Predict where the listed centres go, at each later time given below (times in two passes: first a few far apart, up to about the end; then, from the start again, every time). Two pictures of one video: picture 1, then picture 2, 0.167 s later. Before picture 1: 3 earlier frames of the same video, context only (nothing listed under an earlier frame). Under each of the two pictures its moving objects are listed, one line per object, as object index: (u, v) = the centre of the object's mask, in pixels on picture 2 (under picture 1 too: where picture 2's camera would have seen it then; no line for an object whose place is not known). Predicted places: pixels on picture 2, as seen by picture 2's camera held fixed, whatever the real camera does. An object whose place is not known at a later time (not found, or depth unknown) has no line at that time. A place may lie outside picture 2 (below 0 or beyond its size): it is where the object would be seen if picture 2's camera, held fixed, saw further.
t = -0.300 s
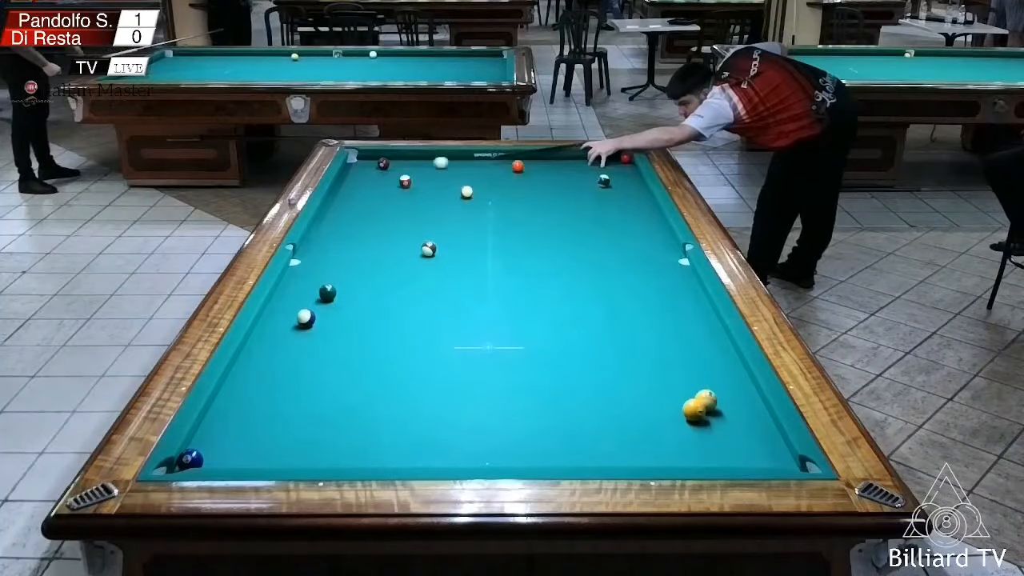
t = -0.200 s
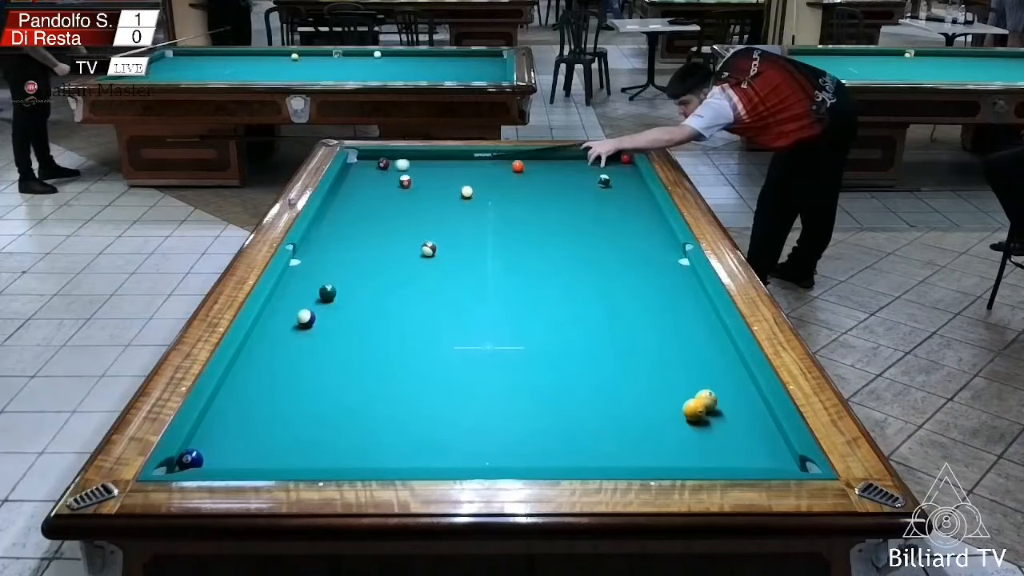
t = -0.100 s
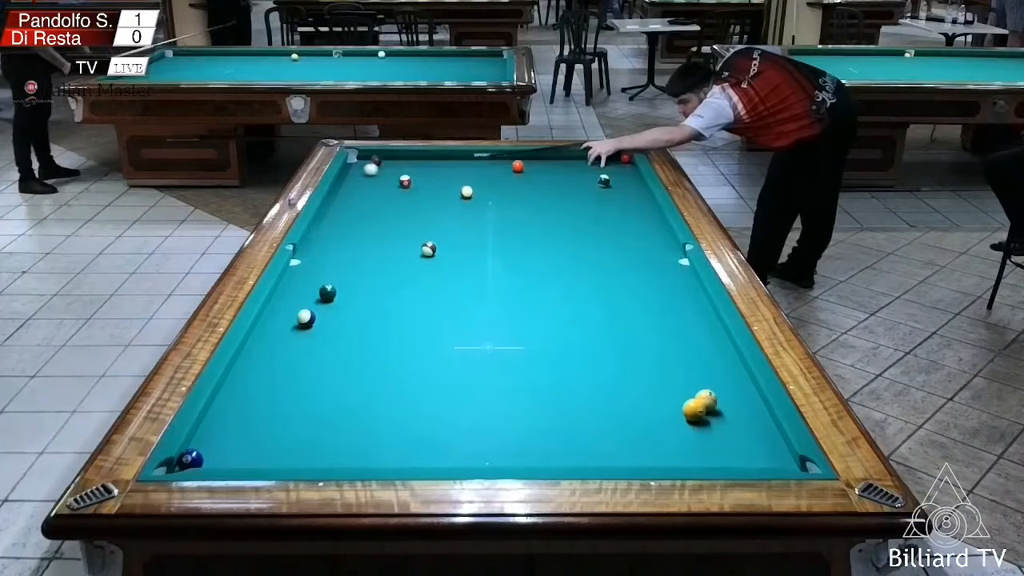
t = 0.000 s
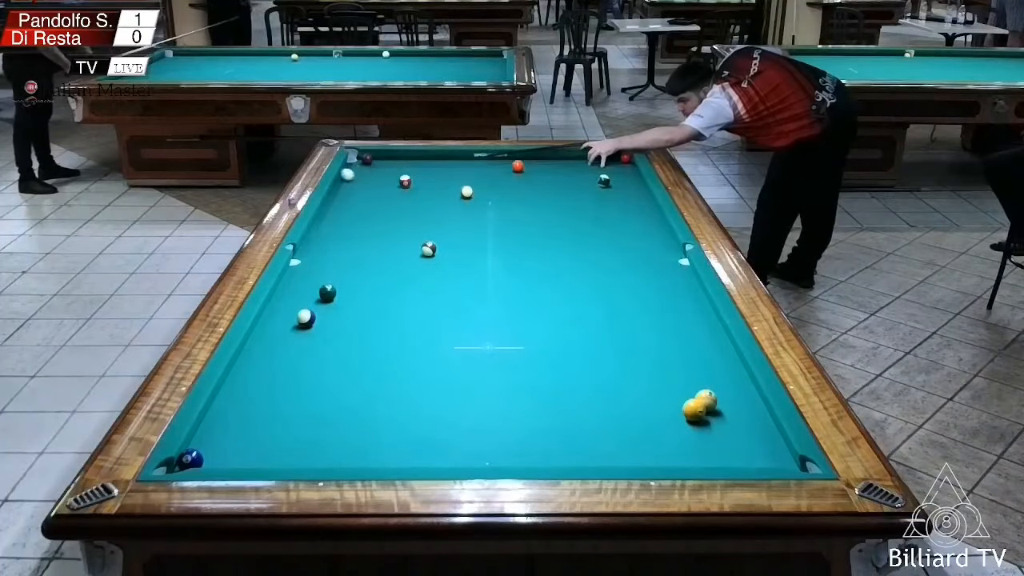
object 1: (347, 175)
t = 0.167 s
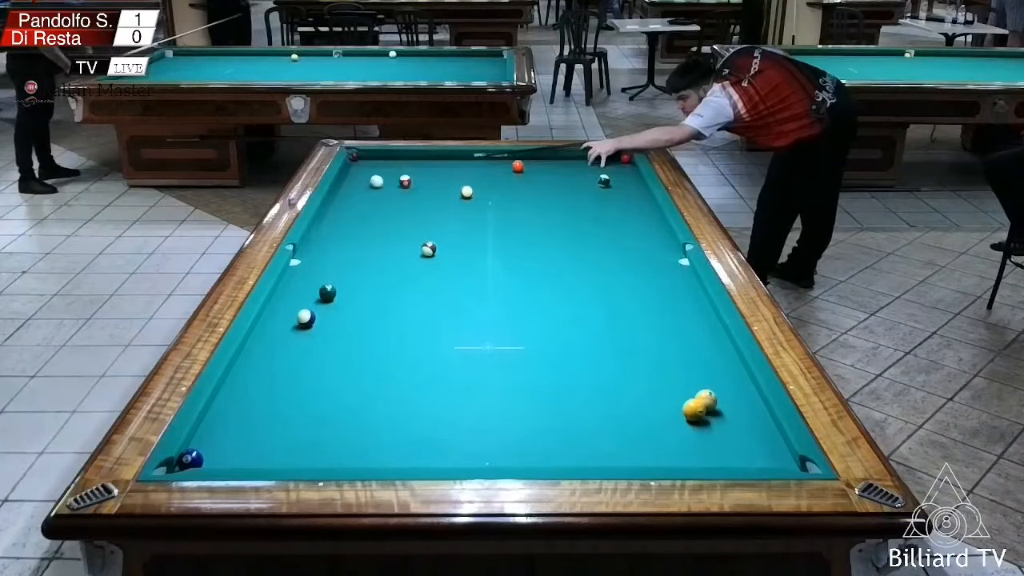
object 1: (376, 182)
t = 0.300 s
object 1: (399, 187)
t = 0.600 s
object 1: (452, 200)
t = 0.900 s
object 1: (505, 214)
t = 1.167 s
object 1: (563, 228)
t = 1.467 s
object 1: (629, 244)
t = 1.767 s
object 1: (665, 254)
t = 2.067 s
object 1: (628, 248)
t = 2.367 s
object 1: (591, 241)
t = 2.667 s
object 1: (554, 235)
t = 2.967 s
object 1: (522, 229)
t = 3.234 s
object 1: (496, 225)
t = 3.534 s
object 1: (468, 220)
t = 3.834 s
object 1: (441, 216)
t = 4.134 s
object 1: (417, 211)
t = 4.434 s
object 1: (393, 207)
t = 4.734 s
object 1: (371, 203)
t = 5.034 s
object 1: (351, 199)
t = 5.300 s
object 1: (334, 196)
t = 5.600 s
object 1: (345, 194)
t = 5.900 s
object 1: (357, 192)
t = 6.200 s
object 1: (367, 191)
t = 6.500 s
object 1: (376, 189)
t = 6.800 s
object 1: (385, 188)
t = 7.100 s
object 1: (393, 187)
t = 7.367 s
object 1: (398, 186)
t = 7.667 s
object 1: (404, 185)
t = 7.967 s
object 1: (409, 184)
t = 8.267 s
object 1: (412, 184)
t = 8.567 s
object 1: (416, 184)
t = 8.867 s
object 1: (417, 183)
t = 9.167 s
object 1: (418, 183)
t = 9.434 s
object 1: (419, 183)
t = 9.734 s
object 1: (419, 183)
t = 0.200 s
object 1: (382, 183)
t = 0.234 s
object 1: (387, 184)
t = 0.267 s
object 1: (393, 186)
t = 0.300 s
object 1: (399, 187)
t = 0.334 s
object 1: (404, 188)
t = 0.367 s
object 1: (410, 190)
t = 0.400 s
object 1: (416, 191)
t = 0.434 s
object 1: (422, 193)
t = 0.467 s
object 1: (428, 194)
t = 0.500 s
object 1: (434, 196)
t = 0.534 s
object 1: (436, 197)
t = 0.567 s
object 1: (446, 199)
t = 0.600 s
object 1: (452, 200)
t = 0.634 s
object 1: (458, 202)
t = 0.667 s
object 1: (464, 203)
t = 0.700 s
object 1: (471, 205)
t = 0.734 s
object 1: (477, 206)
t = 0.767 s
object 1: (483, 208)
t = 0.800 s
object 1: (489, 209)
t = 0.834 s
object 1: (495, 211)
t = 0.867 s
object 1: (502, 213)
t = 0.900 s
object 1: (505, 214)
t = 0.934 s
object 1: (512, 215)
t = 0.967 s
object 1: (522, 218)
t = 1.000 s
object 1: (529, 219)
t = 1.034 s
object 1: (536, 221)
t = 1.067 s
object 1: (542, 223)
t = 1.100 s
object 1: (549, 224)
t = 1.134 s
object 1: (556, 226)
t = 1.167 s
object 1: (563, 228)
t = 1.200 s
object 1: (570, 230)
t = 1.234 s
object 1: (577, 231)
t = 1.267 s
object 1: (581, 232)
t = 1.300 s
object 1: (588, 234)
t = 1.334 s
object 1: (599, 237)
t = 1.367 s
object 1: (606, 239)
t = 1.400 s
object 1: (614, 240)
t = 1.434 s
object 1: (621, 242)
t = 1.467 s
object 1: (629, 244)
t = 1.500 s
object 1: (636, 246)
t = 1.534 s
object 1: (644, 248)
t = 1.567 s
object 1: (652, 250)
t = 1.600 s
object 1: (660, 252)
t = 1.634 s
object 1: (664, 253)
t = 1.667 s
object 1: (671, 255)
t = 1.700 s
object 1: (678, 256)
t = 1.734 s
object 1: (673, 255)
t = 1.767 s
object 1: (665, 254)
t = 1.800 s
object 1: (661, 253)
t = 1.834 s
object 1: (657, 253)
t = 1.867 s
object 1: (652, 252)
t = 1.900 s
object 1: (648, 251)
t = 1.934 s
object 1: (643, 250)
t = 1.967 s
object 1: (639, 250)
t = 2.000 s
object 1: (637, 249)
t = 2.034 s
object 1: (632, 248)
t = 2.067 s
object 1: (628, 248)
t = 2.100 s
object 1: (623, 247)
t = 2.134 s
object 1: (617, 246)
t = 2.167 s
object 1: (615, 245)
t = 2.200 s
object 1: (609, 244)
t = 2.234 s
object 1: (605, 244)
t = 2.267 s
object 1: (600, 243)
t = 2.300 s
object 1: (596, 242)
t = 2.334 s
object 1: (593, 242)
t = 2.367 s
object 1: (591, 241)
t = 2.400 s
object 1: (586, 241)
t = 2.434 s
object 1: (582, 240)
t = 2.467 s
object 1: (579, 239)
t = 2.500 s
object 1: (575, 239)
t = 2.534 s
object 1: (571, 238)
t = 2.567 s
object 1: (565, 237)
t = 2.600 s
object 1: (561, 236)
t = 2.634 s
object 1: (558, 235)
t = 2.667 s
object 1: (554, 235)
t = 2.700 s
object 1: (550, 234)
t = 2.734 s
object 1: (548, 234)
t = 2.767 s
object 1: (545, 233)
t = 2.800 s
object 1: (541, 233)
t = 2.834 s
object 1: (538, 232)
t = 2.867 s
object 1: (534, 232)
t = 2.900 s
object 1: (531, 231)
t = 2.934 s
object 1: (525, 230)
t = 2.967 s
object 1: (522, 229)
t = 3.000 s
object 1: (518, 229)
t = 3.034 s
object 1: (515, 228)
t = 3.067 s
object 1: (511, 228)
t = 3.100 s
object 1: (510, 227)
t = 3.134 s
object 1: (506, 227)
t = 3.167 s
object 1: (503, 226)
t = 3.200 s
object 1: (500, 226)
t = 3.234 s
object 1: (496, 225)
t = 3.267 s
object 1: (493, 225)
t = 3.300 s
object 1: (490, 224)
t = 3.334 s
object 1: (487, 224)
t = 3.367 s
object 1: (482, 223)
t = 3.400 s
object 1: (479, 222)
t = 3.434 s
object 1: (476, 221)
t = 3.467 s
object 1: (474, 221)
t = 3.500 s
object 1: (471, 221)
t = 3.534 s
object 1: (468, 220)
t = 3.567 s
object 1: (465, 220)
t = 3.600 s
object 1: (462, 219)
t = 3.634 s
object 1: (459, 219)
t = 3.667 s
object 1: (456, 218)
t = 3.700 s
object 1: (453, 218)
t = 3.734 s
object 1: (449, 217)
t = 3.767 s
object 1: (447, 217)
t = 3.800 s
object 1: (443, 216)
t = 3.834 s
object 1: (441, 216)
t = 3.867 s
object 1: (439, 215)
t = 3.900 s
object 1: (436, 215)
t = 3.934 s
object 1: (433, 214)
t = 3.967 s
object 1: (430, 214)
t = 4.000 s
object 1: (427, 213)
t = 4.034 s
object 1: (425, 212)
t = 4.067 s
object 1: (422, 212)
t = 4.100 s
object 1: (419, 212)
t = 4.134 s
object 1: (417, 211)
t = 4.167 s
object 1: (413, 210)
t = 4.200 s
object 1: (411, 210)
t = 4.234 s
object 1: (409, 210)
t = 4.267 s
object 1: (406, 209)
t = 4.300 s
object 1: (403, 209)
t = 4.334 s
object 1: (401, 208)
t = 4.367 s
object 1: (398, 208)
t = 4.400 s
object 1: (395, 207)
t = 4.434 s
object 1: (393, 207)
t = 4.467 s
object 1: (391, 207)
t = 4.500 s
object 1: (388, 206)
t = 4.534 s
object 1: (386, 206)
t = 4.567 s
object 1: (383, 205)
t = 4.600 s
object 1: (380, 205)
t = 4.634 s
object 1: (378, 204)
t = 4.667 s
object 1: (376, 204)
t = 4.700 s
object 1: (374, 204)
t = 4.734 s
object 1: (371, 203)
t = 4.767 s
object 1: (369, 203)
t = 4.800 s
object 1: (367, 202)
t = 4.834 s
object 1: (364, 202)
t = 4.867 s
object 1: (362, 201)
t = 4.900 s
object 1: (360, 201)
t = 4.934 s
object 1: (359, 201)
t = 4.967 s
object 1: (355, 200)
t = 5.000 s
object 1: (353, 200)
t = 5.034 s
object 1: (351, 199)
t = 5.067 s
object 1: (349, 199)
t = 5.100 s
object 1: (346, 199)
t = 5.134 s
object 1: (344, 198)
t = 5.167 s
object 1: (342, 198)
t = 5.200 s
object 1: (340, 197)
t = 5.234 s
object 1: (338, 197)
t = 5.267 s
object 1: (336, 196)
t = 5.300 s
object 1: (334, 196)
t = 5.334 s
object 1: (333, 196)
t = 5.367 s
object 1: (335, 195)
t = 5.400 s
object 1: (336, 195)
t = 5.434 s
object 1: (338, 195)
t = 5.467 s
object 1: (339, 195)
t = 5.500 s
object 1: (341, 195)
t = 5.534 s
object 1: (342, 194)
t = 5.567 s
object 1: (344, 194)
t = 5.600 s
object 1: (345, 194)
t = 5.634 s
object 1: (346, 194)
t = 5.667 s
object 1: (347, 194)
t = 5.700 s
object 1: (348, 194)
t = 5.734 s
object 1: (350, 193)
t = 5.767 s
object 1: (351, 193)
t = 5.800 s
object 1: (353, 193)
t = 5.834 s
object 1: (354, 193)
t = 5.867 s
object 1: (355, 193)
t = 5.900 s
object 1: (357, 192)
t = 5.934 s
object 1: (358, 192)
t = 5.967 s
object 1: (359, 192)
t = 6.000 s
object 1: (360, 192)
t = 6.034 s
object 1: (361, 191)
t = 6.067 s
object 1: (362, 191)
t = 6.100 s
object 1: (363, 191)
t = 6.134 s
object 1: (364, 191)
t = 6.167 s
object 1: (366, 191)
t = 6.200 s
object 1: (367, 191)
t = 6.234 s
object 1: (369, 190)
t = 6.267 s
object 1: (370, 190)
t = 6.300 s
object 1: (371, 190)
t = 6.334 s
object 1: (372, 190)
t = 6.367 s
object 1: (373, 190)
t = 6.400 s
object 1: (374, 190)
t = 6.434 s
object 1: (374, 190)
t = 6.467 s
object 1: (375, 189)
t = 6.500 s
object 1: (376, 189)
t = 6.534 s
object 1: (377, 189)
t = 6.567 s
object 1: (378, 189)
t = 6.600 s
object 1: (380, 189)
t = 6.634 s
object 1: (381, 189)
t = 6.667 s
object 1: (382, 188)
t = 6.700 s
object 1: (383, 188)
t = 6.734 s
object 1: (383, 188)
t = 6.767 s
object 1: (384, 188)
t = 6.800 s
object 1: (385, 188)
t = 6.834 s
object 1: (386, 188)
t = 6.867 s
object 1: (387, 188)
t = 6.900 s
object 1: (388, 188)
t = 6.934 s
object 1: (388, 188)
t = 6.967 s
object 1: (389, 187)
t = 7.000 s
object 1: (390, 187)
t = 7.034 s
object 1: (391, 187)
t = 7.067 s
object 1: (392, 187)
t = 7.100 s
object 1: (393, 187)
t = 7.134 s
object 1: (394, 187)
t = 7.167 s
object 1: (394, 186)
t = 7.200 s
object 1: (395, 186)
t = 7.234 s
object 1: (396, 186)
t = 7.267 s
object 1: (396, 186)
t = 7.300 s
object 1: (397, 186)
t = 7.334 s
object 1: (398, 186)
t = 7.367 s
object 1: (398, 186)
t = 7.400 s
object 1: (399, 186)
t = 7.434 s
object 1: (400, 186)
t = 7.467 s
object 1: (401, 186)
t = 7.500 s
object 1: (401, 185)
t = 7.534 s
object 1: (402, 185)
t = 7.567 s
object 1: (402, 185)
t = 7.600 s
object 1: (403, 185)
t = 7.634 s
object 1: (403, 185)
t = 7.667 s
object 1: (404, 185)
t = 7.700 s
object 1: (405, 185)
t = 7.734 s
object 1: (405, 185)
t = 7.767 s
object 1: (406, 184)
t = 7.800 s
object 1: (406, 184)
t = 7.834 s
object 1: (407, 184)
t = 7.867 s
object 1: (408, 184)
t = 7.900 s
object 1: (408, 184)
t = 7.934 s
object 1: (409, 184)
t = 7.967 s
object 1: (409, 184)
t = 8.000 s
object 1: (409, 184)
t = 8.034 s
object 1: (410, 184)
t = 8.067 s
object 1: (410, 184)
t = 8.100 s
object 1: (410, 184)
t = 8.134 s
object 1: (411, 184)
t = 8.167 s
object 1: (411, 184)
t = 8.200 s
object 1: (412, 184)
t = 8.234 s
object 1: (412, 184)
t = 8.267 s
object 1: (412, 184)
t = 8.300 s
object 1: (413, 184)
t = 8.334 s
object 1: (413, 184)
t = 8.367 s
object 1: (414, 184)
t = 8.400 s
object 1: (414, 184)
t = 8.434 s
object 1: (414, 184)
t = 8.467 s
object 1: (415, 184)
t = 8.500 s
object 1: (415, 184)
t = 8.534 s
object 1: (415, 184)
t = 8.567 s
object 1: (416, 184)
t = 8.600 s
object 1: (416, 183)
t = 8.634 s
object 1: (416, 183)
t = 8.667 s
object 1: (416, 183)
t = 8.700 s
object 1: (416, 183)
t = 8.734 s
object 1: (416, 183)
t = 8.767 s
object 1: (417, 183)
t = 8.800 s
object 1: (417, 183)
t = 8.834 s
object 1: (417, 183)
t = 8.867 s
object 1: (417, 183)
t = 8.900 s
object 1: (417, 183)
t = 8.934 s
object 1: (418, 183)
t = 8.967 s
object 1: (418, 183)
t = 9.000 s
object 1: (418, 183)
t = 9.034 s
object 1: (418, 183)
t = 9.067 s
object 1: (418, 183)
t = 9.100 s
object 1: (418, 183)
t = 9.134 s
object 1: (418, 183)
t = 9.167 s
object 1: (418, 183)
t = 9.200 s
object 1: (418, 183)
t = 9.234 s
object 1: (418, 183)
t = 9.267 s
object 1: (418, 183)
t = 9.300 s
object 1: (418, 183)
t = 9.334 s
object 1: (418, 183)
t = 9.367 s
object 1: (418, 183)
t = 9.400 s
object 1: (418, 183)
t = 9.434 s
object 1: (419, 183)
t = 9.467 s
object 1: (419, 183)
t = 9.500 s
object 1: (419, 183)
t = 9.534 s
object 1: (419, 183)
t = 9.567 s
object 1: (419, 183)
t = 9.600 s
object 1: (419, 183)
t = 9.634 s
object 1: (419, 183)
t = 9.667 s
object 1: (419, 183)
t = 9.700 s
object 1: (419, 183)
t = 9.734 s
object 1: (419, 183)
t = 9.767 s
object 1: (419, 183)
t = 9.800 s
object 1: (419, 183)
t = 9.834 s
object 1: (419, 183)
